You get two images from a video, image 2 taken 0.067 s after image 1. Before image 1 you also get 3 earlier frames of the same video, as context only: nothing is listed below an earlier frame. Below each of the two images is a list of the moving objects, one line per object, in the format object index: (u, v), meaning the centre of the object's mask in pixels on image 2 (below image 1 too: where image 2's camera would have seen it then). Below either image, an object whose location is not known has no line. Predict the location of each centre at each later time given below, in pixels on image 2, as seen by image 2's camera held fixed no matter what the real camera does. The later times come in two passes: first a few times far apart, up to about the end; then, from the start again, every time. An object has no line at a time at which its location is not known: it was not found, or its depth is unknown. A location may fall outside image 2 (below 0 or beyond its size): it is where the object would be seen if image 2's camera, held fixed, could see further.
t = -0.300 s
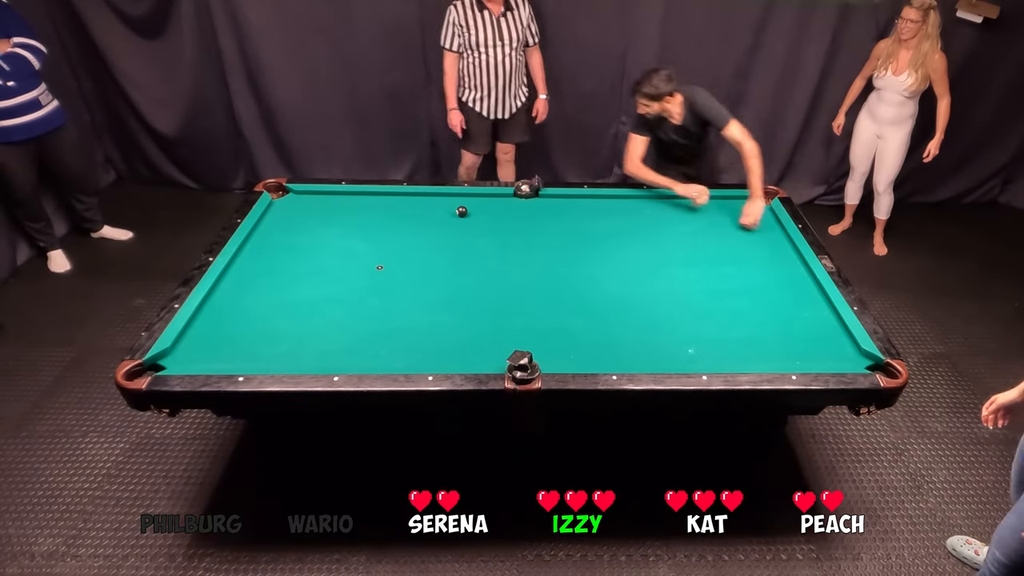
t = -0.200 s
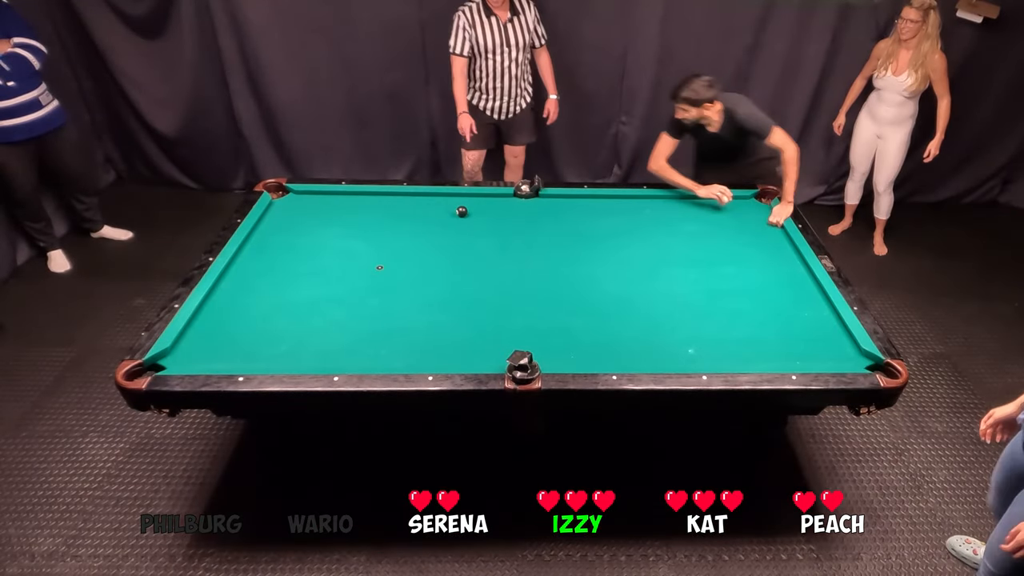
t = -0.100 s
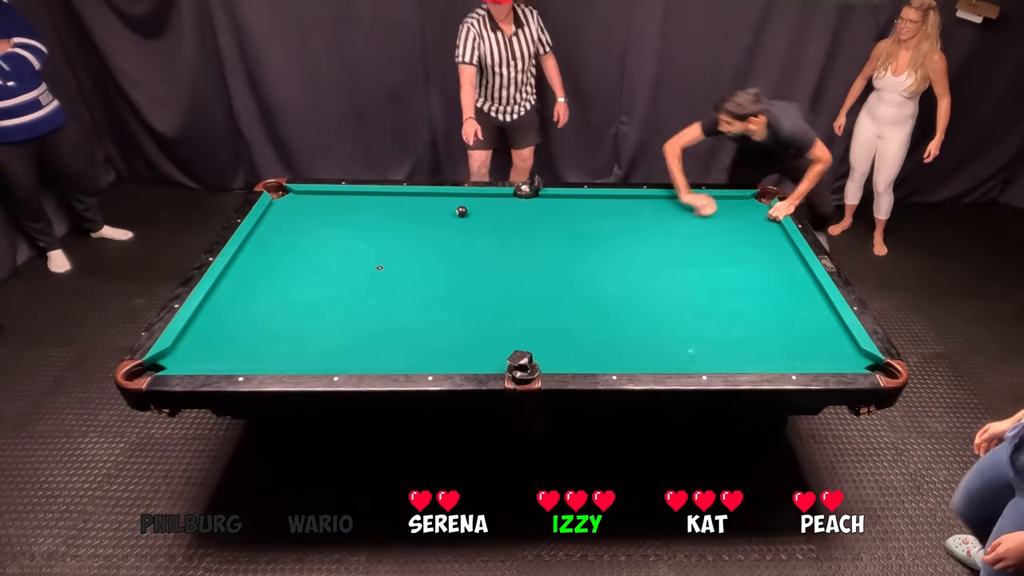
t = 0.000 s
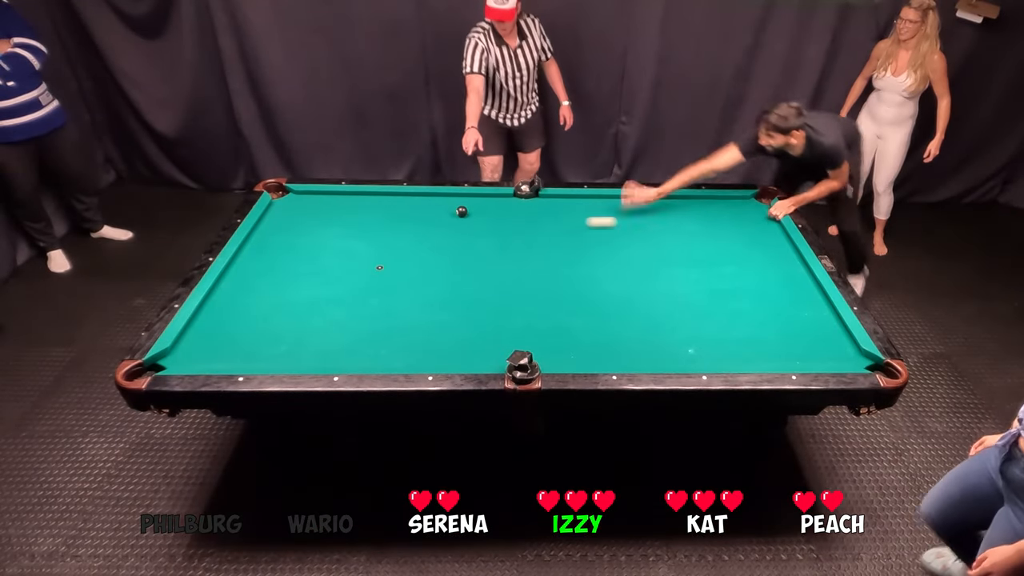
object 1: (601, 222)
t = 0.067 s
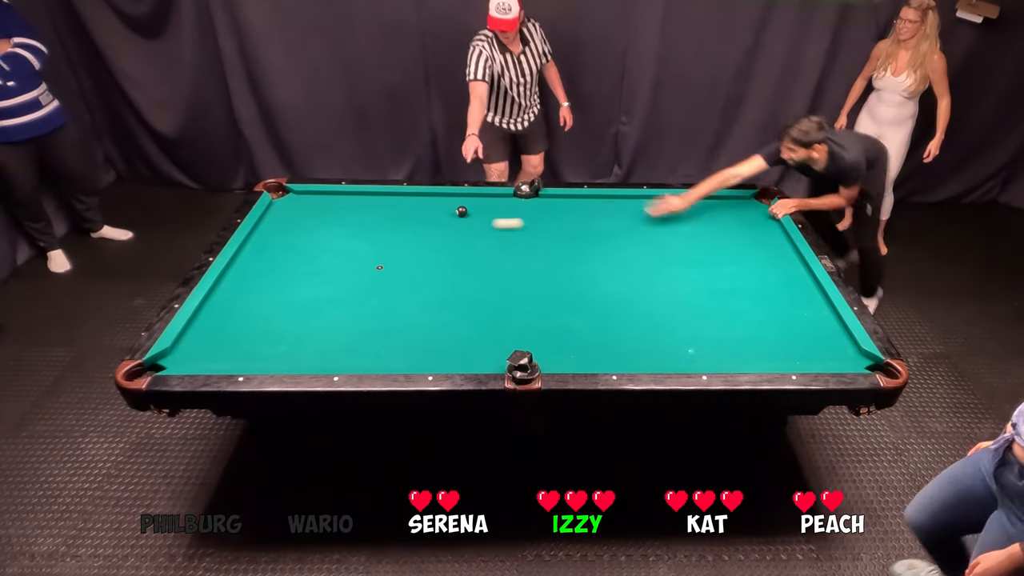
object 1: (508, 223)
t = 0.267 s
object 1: (272, 226)
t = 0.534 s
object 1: (502, 221)
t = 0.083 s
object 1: (484, 224)
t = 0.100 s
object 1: (461, 224)
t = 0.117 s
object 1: (438, 224)
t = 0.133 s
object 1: (414, 225)
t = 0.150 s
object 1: (391, 225)
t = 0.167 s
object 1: (368, 225)
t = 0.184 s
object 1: (344, 226)
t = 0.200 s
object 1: (321, 226)
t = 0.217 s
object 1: (298, 226)
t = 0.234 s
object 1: (275, 226)
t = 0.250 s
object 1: (259, 227)
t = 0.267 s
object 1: (272, 226)
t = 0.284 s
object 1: (288, 226)
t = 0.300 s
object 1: (303, 226)
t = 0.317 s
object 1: (319, 225)
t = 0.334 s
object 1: (335, 225)
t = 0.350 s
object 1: (350, 225)
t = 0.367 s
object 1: (365, 225)
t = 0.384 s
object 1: (379, 224)
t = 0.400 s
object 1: (394, 224)
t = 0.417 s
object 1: (408, 224)
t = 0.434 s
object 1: (422, 223)
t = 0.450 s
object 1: (436, 223)
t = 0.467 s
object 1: (450, 223)
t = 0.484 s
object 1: (463, 222)
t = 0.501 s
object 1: (477, 222)
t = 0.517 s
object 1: (490, 222)
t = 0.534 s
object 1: (502, 221)
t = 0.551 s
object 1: (515, 221)
